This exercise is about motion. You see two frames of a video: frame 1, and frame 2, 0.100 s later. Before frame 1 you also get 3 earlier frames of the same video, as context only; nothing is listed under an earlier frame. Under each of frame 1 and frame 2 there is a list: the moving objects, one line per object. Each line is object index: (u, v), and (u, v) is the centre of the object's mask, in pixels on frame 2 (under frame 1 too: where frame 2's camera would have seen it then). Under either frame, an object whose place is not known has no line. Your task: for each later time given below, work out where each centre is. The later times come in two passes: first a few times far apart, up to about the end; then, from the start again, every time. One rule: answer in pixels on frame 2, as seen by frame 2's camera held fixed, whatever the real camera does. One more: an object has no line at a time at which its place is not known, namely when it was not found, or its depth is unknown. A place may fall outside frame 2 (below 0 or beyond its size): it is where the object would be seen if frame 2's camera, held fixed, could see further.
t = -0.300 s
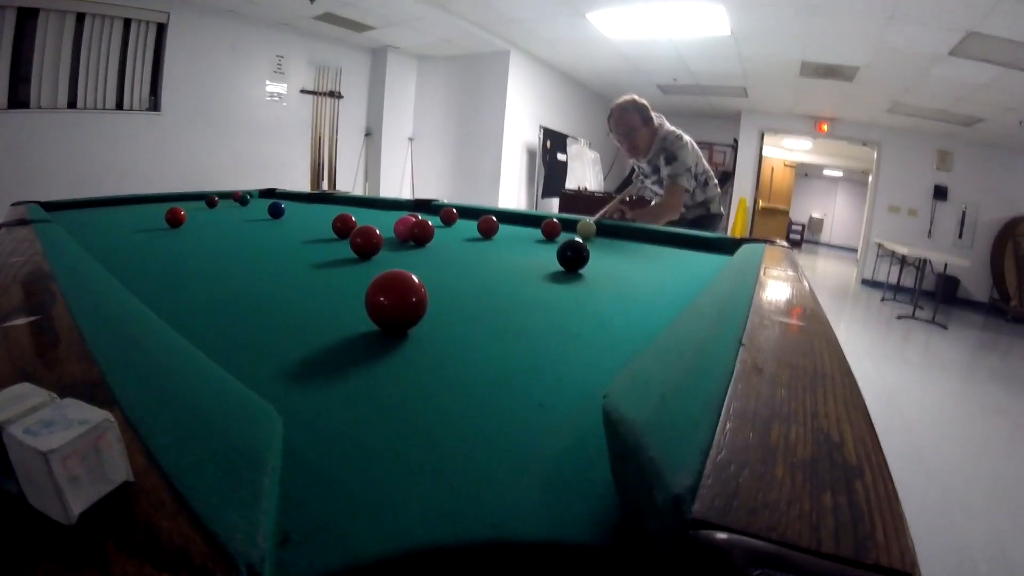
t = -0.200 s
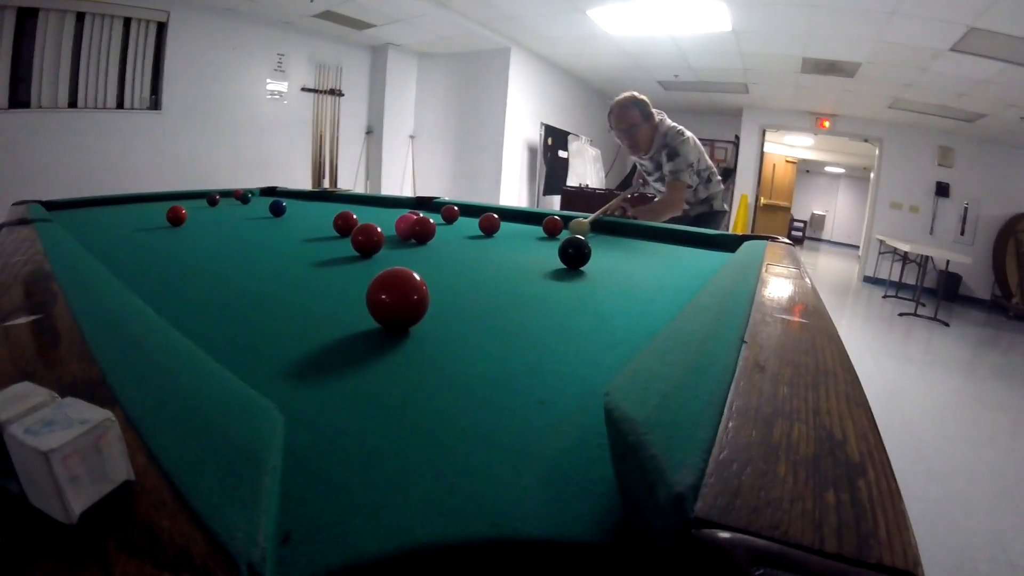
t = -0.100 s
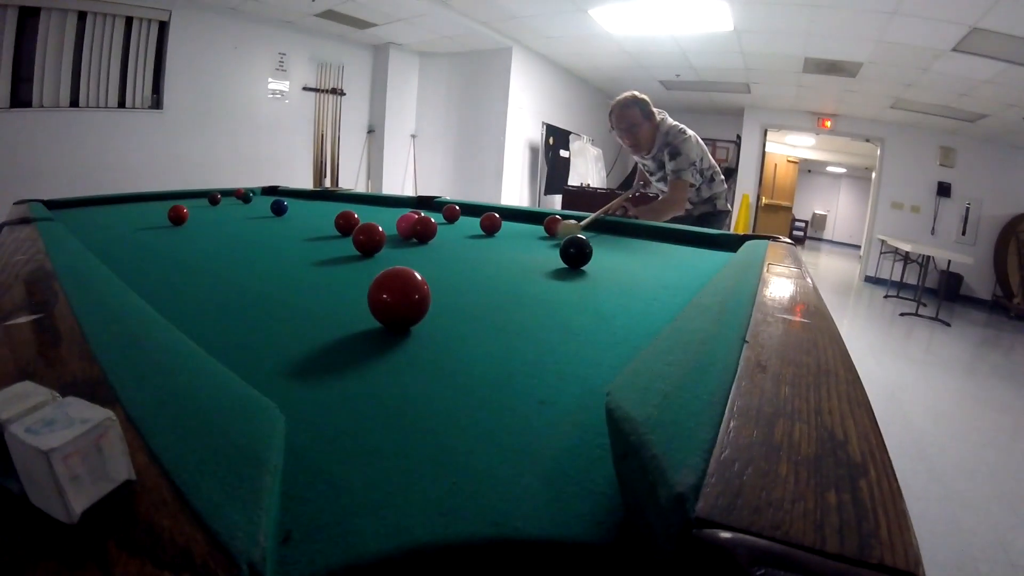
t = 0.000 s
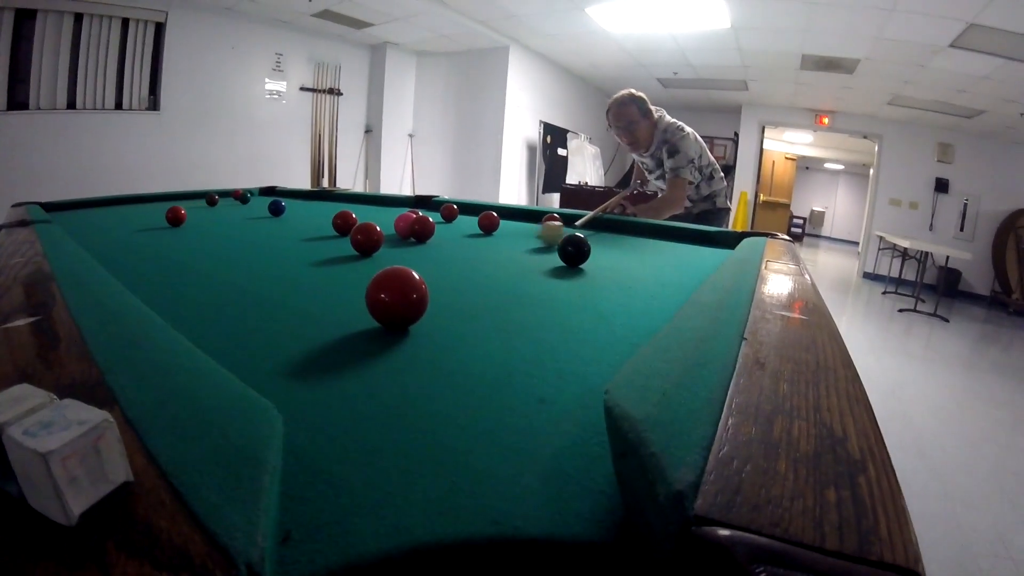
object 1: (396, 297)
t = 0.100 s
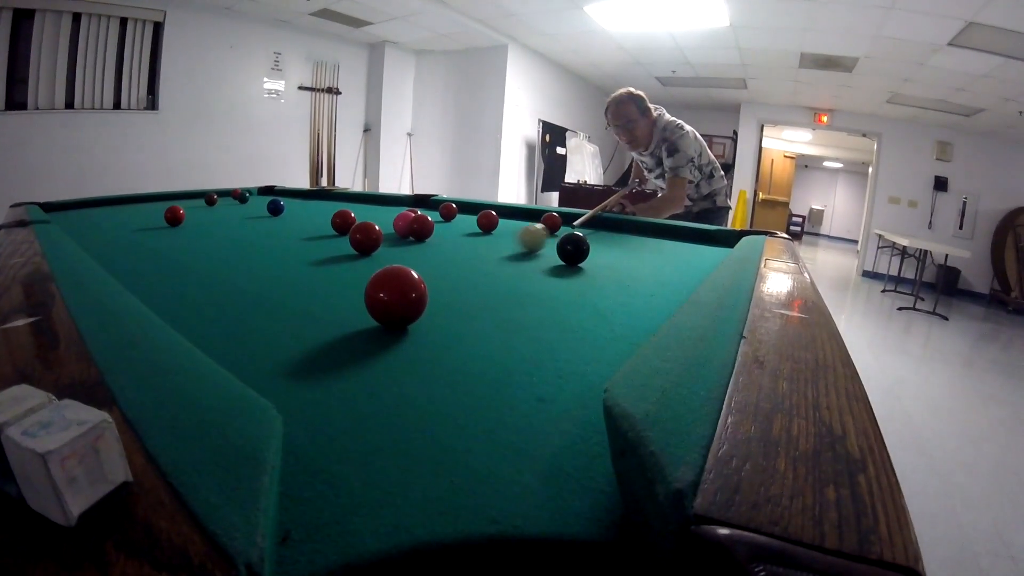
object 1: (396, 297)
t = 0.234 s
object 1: (396, 297)
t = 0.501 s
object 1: (397, 299)
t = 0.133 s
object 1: (396, 297)
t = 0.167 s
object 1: (396, 297)
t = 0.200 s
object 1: (396, 297)
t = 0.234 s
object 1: (396, 297)
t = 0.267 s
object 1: (396, 297)
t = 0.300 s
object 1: (396, 297)
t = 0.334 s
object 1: (396, 297)
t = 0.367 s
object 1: (396, 297)
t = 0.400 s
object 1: (396, 297)
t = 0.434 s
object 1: (396, 296)
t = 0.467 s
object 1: (396, 296)
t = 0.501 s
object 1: (397, 299)
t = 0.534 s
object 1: (401, 306)
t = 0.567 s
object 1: (404, 312)
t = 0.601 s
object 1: (408, 318)
